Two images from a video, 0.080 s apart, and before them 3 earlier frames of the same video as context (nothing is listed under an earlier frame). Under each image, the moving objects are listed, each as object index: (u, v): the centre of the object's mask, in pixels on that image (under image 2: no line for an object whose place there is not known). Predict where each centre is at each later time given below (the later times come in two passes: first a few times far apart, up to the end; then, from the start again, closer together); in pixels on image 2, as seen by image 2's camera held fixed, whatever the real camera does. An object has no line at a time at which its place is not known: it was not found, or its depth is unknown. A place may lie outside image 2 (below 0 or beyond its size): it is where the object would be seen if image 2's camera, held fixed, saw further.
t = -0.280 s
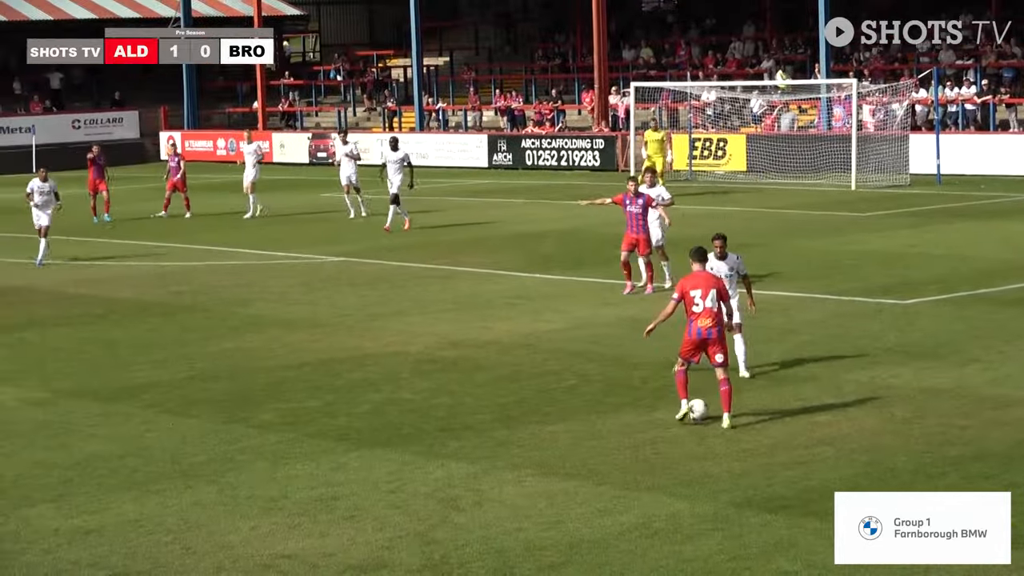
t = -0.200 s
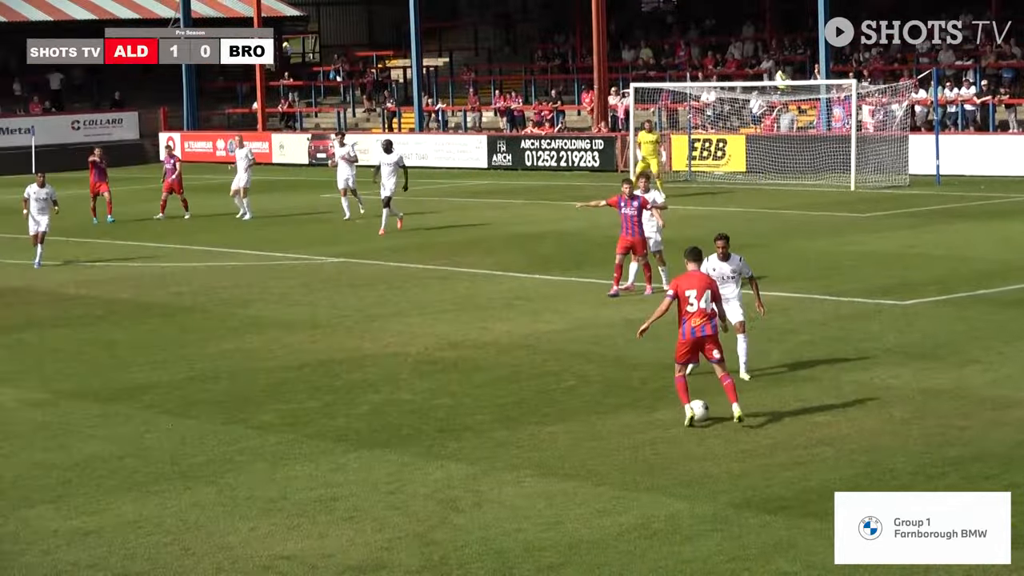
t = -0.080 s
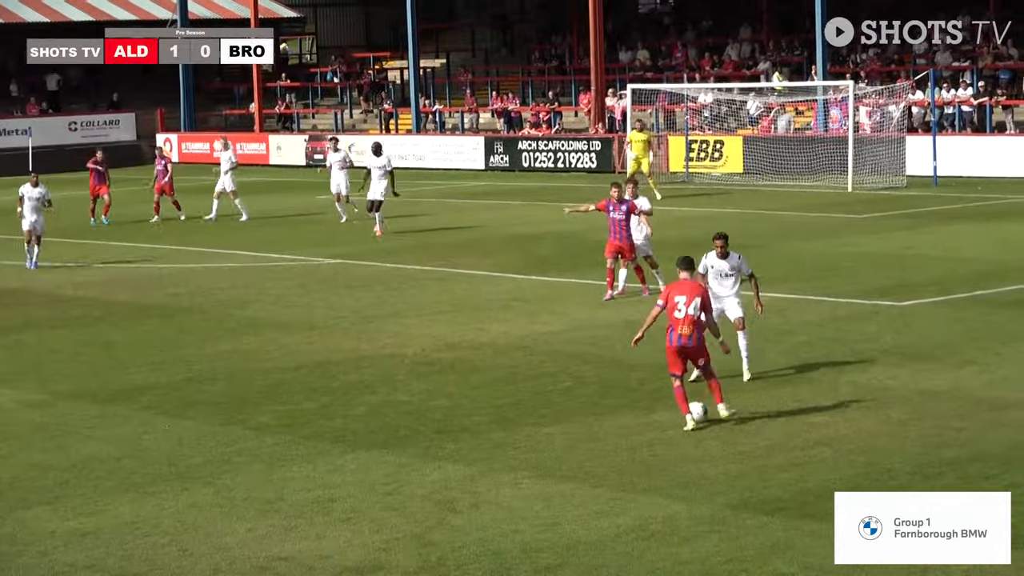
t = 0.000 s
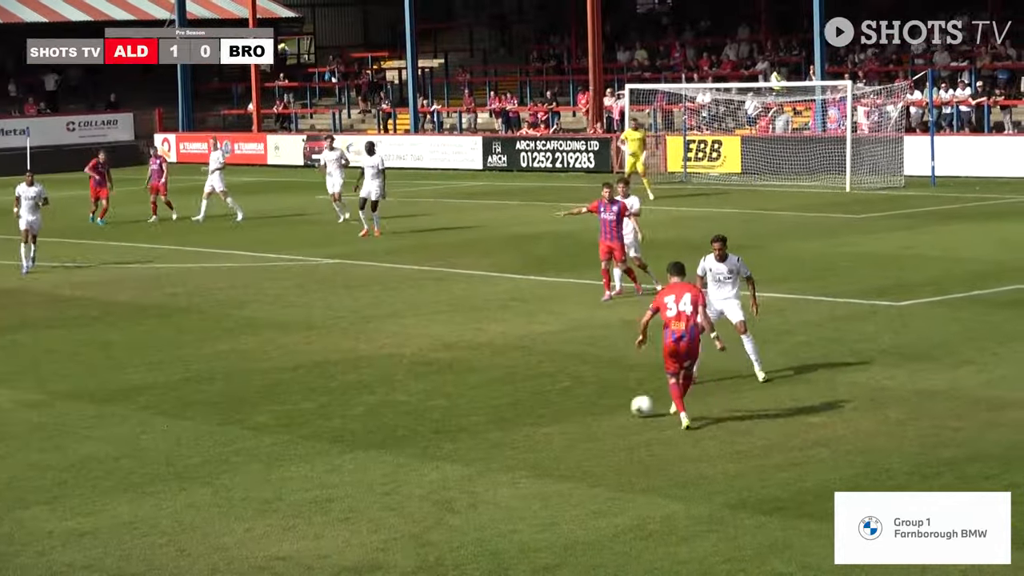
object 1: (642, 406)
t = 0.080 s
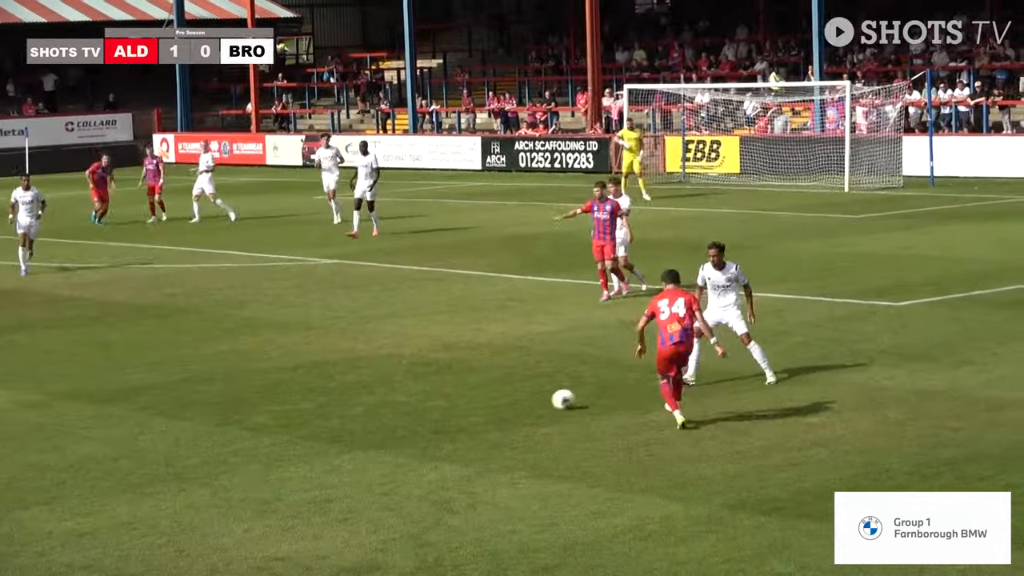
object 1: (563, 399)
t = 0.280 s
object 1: (404, 385)
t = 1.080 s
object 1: (52, 355)
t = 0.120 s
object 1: (526, 397)
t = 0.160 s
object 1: (493, 392)
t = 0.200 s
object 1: (463, 389)
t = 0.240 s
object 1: (433, 387)
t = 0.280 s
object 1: (404, 385)
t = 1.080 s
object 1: (52, 355)
